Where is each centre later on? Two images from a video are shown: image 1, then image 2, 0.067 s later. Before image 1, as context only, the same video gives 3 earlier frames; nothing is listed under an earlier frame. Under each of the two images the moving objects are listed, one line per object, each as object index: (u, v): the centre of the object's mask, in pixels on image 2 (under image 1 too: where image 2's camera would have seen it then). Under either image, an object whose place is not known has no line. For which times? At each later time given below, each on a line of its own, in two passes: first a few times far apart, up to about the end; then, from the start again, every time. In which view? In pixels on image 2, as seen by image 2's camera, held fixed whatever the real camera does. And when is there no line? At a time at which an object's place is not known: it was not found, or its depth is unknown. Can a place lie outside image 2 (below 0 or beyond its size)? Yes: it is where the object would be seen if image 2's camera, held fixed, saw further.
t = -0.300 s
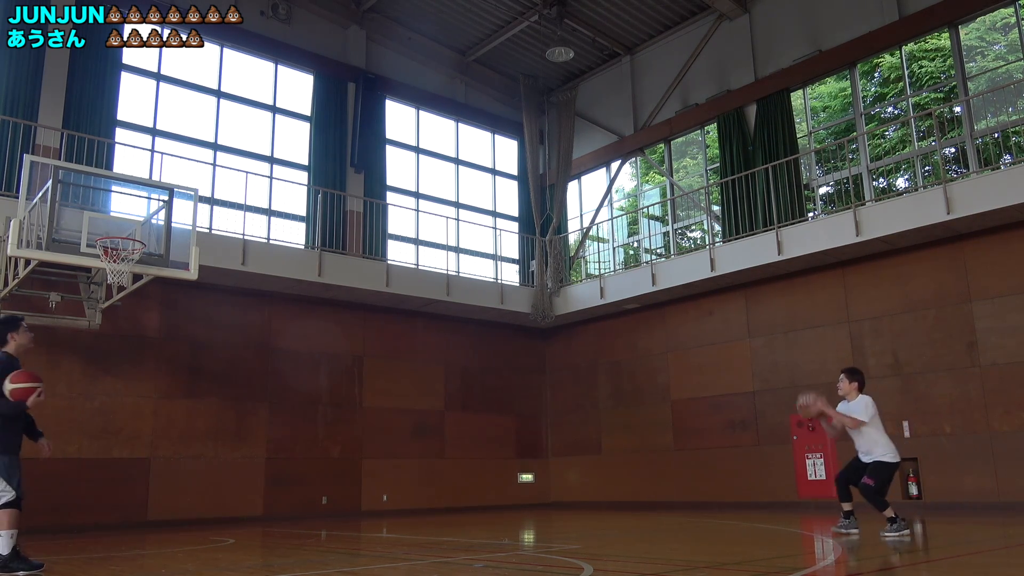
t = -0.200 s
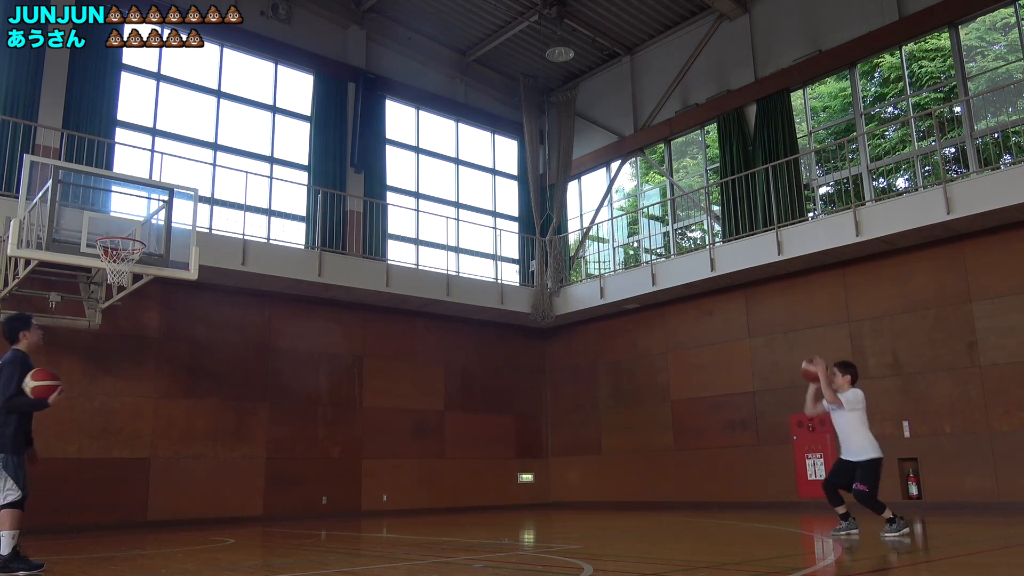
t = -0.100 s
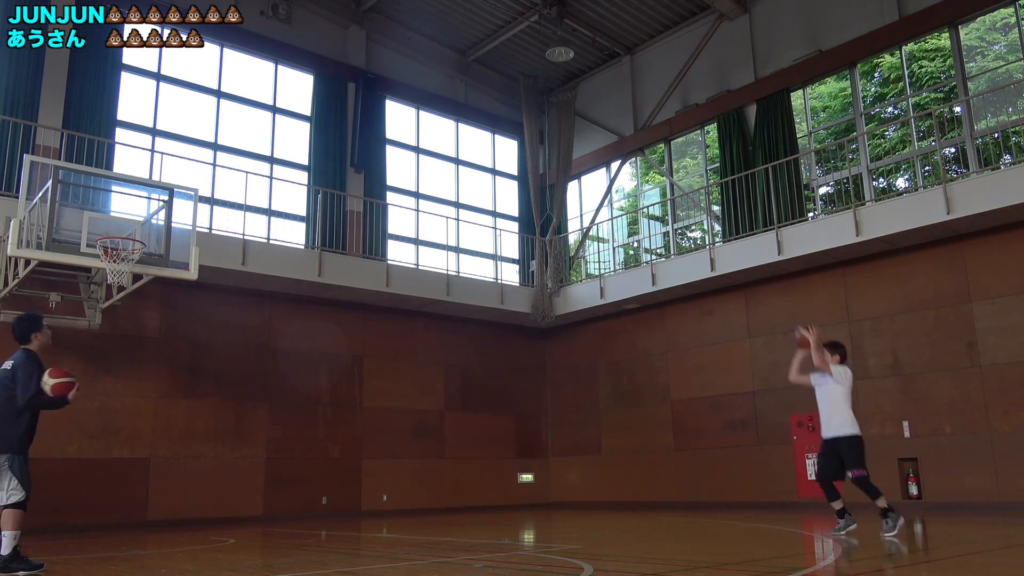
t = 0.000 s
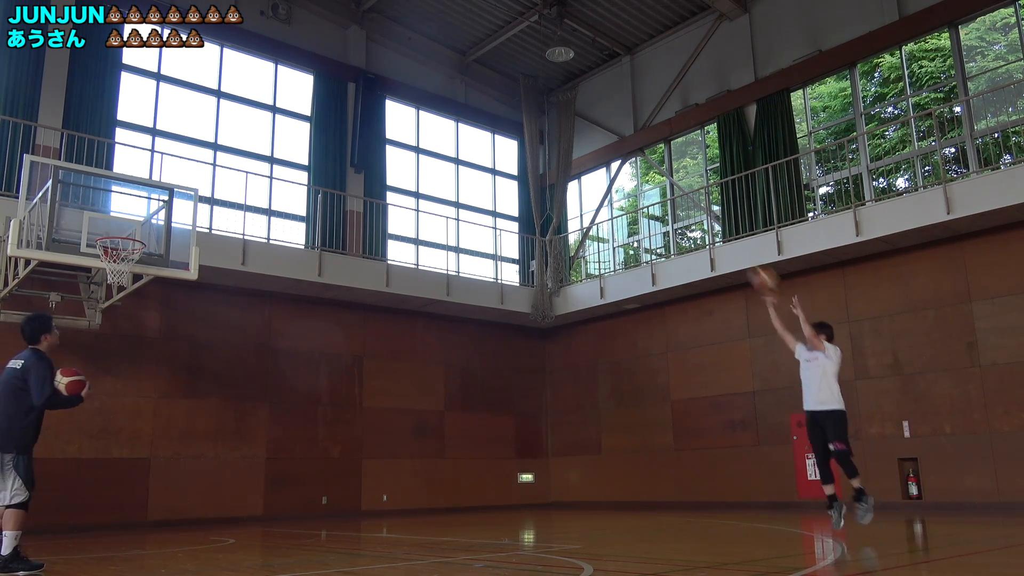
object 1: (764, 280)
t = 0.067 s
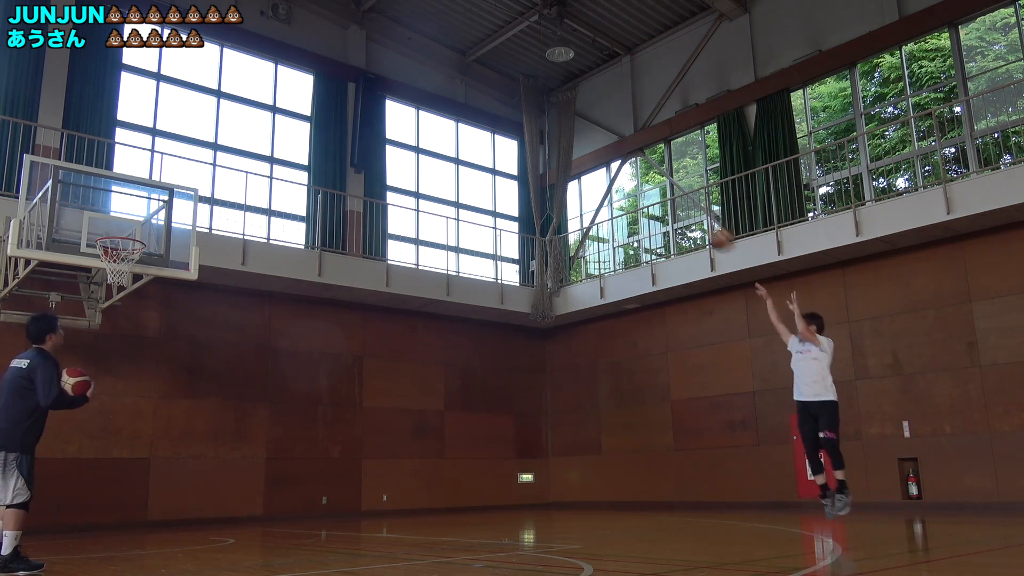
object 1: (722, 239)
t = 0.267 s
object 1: (600, 146)
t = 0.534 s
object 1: (460, 94)
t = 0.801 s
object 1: (335, 102)
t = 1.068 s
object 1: (214, 169)
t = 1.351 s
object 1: (97, 221)
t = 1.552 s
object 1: (49, 199)
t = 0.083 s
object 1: (710, 230)
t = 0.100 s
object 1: (700, 221)
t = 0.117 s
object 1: (688, 211)
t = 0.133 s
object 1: (680, 203)
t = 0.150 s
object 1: (670, 195)
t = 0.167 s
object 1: (660, 188)
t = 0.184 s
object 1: (649, 180)
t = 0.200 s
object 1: (640, 173)
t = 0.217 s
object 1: (629, 165)
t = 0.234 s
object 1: (619, 157)
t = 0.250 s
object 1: (610, 153)
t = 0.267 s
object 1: (600, 146)
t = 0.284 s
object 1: (591, 142)
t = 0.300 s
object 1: (581, 137)
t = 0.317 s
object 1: (572, 132)
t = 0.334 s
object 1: (563, 127)
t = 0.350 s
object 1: (554, 123)
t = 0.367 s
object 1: (546, 119)
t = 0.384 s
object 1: (537, 115)
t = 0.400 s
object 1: (528, 112)
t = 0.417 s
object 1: (519, 109)
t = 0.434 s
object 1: (511, 106)
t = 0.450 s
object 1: (503, 103)
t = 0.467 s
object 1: (494, 101)
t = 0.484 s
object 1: (484, 99)
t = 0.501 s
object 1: (476, 97)
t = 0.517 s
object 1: (468, 95)
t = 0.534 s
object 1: (460, 94)
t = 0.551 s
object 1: (452, 92)
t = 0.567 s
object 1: (444, 92)
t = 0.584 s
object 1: (436, 91)
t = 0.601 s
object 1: (428, 91)
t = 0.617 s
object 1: (420, 91)
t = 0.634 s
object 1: (412, 91)
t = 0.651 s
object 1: (405, 90)
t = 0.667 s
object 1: (396, 90)
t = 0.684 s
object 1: (388, 91)
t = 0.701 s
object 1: (379, 92)
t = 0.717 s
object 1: (373, 93)
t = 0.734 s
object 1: (365, 95)
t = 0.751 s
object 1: (358, 96)
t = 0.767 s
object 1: (350, 98)
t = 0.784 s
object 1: (342, 100)
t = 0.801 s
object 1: (335, 102)
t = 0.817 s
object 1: (327, 105)
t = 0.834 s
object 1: (322, 108)
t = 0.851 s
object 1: (315, 110)
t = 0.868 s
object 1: (305, 113)
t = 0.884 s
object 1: (298, 117)
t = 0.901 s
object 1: (290, 120)
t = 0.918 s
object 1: (281, 123)
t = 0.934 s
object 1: (274, 128)
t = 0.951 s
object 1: (267, 132)
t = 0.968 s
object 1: (259, 137)
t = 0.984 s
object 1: (252, 142)
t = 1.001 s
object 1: (244, 146)
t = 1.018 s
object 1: (237, 152)
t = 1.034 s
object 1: (229, 157)
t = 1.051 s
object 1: (221, 163)
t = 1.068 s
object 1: (214, 169)
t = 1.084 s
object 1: (206, 175)
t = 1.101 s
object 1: (199, 181)
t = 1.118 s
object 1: (190, 189)
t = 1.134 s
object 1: (184, 194)
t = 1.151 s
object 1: (176, 201)
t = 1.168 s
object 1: (169, 209)
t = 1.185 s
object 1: (161, 215)
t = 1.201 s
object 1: (152, 226)
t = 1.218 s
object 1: (146, 232)
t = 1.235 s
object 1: (140, 236)
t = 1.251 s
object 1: (134, 234)
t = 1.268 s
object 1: (127, 231)
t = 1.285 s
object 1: (121, 229)
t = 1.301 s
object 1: (114, 227)
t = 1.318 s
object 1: (109, 226)
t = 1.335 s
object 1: (103, 223)
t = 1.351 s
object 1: (97, 221)
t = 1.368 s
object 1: (90, 220)
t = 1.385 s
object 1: (85, 218)
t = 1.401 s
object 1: (82, 215)
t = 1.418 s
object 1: (78, 212)
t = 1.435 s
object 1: (75, 209)
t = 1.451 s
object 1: (70, 207)
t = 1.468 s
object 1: (68, 206)
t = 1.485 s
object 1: (64, 204)
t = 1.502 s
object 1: (60, 202)
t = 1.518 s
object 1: (57, 201)
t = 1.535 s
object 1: (52, 199)
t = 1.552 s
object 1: (49, 199)
